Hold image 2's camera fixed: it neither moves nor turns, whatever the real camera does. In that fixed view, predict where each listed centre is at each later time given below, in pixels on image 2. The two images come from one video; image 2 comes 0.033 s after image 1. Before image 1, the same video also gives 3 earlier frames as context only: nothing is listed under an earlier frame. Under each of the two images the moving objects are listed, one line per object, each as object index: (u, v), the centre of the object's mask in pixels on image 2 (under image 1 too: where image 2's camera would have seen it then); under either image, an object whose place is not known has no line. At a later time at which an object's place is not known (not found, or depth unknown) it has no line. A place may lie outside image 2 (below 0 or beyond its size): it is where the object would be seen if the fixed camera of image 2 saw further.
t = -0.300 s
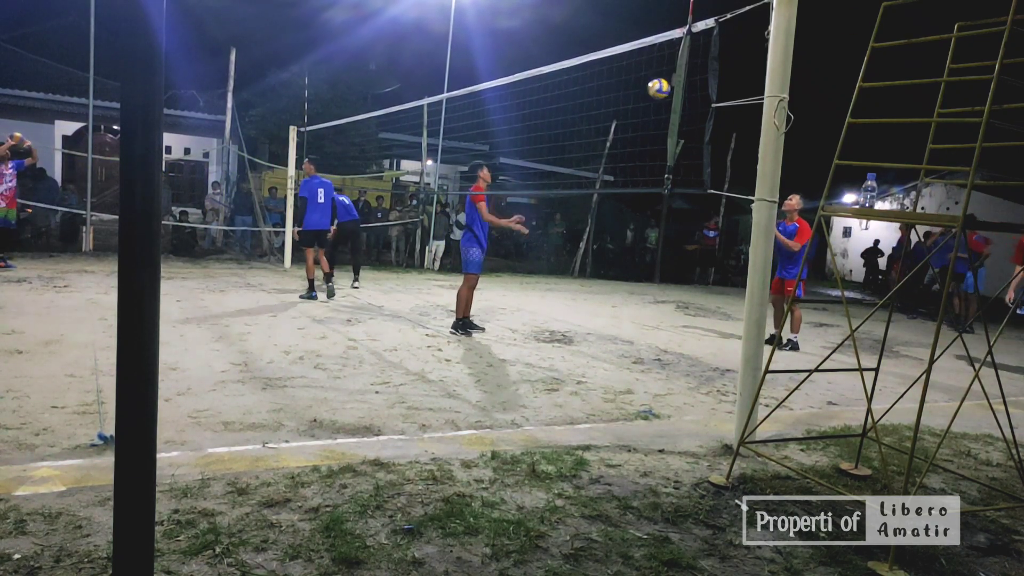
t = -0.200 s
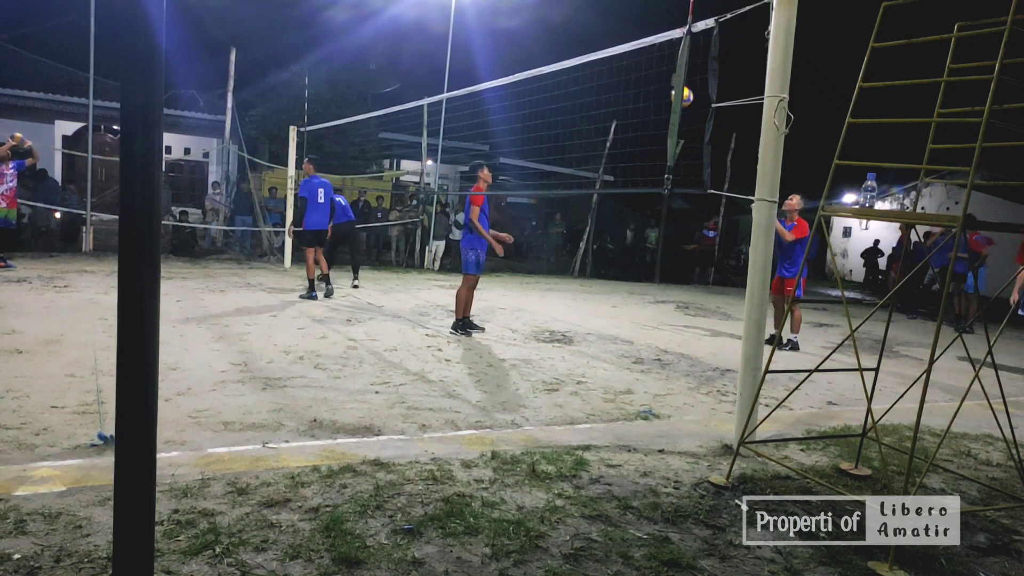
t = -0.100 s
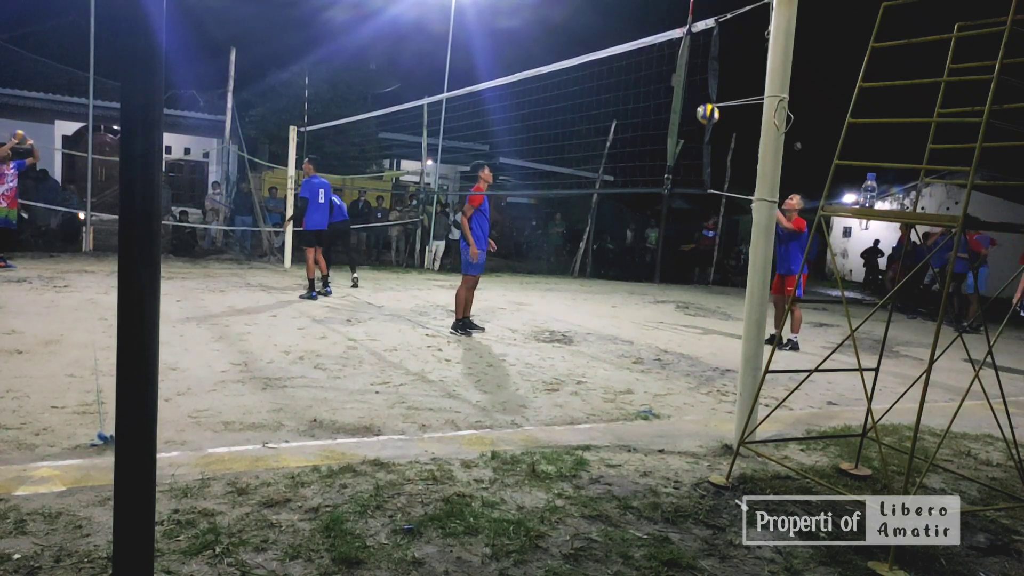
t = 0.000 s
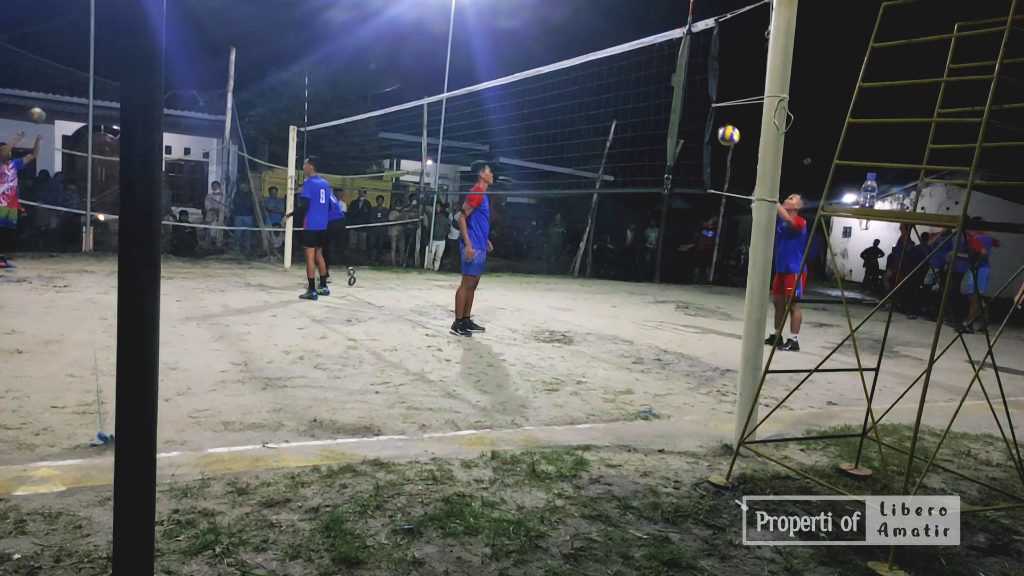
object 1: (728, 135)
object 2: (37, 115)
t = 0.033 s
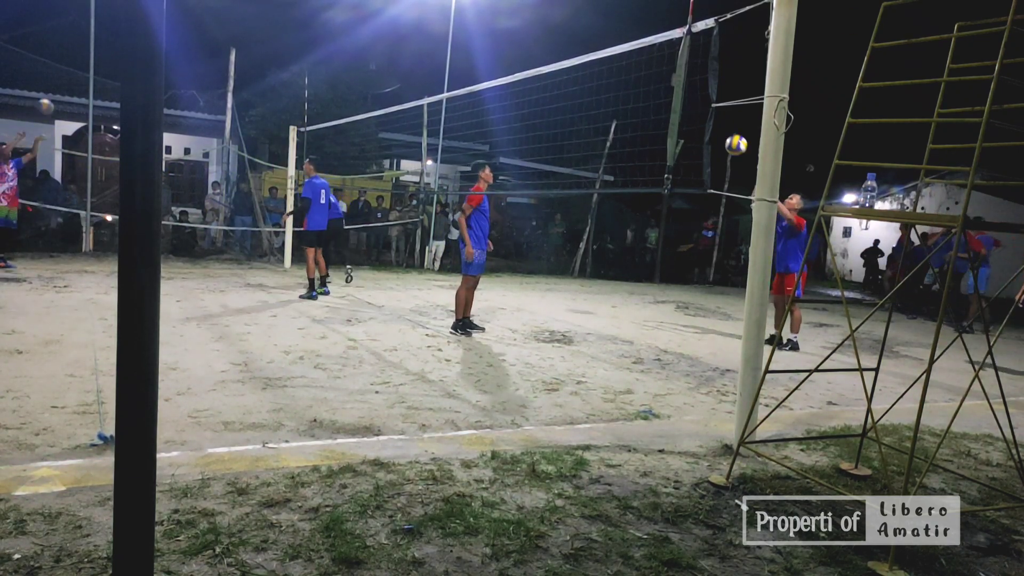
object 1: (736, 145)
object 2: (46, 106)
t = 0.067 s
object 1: (744, 156)
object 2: (54, 97)
